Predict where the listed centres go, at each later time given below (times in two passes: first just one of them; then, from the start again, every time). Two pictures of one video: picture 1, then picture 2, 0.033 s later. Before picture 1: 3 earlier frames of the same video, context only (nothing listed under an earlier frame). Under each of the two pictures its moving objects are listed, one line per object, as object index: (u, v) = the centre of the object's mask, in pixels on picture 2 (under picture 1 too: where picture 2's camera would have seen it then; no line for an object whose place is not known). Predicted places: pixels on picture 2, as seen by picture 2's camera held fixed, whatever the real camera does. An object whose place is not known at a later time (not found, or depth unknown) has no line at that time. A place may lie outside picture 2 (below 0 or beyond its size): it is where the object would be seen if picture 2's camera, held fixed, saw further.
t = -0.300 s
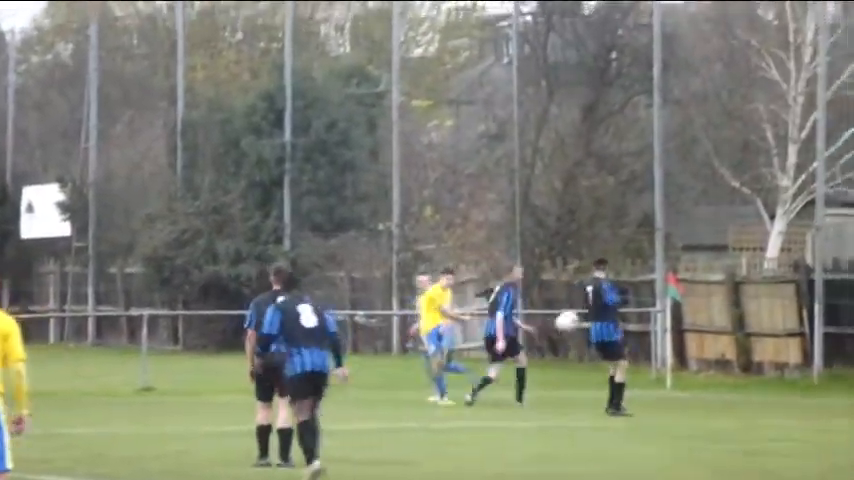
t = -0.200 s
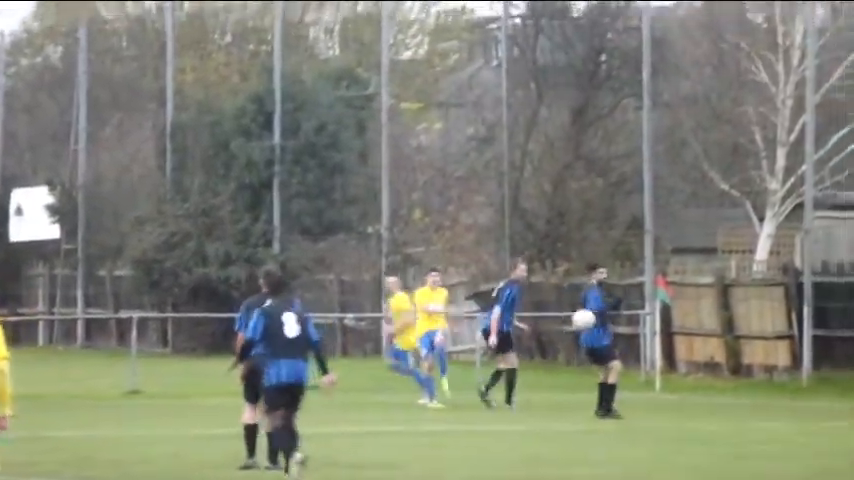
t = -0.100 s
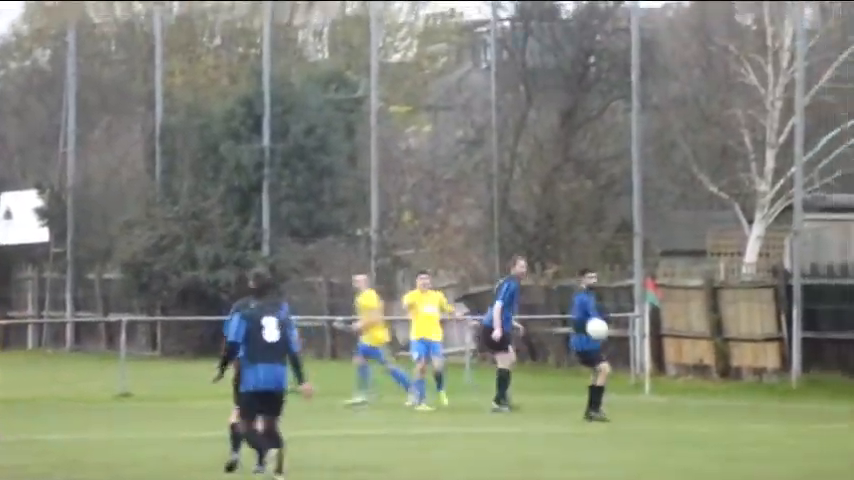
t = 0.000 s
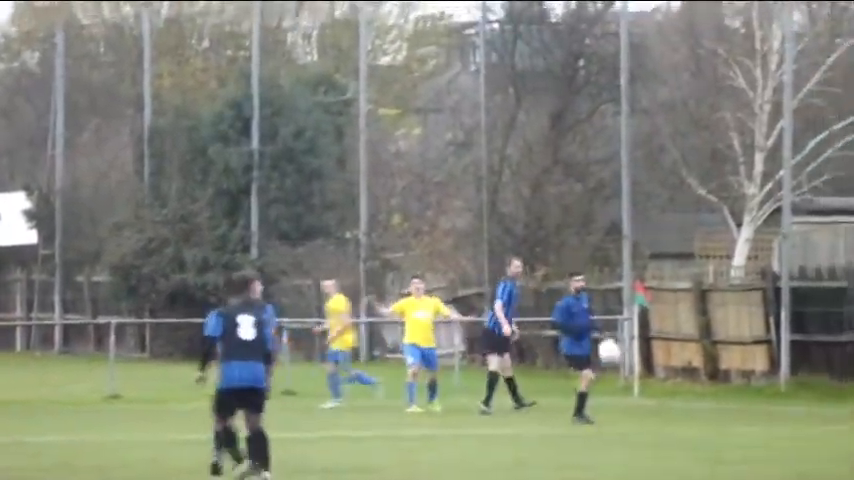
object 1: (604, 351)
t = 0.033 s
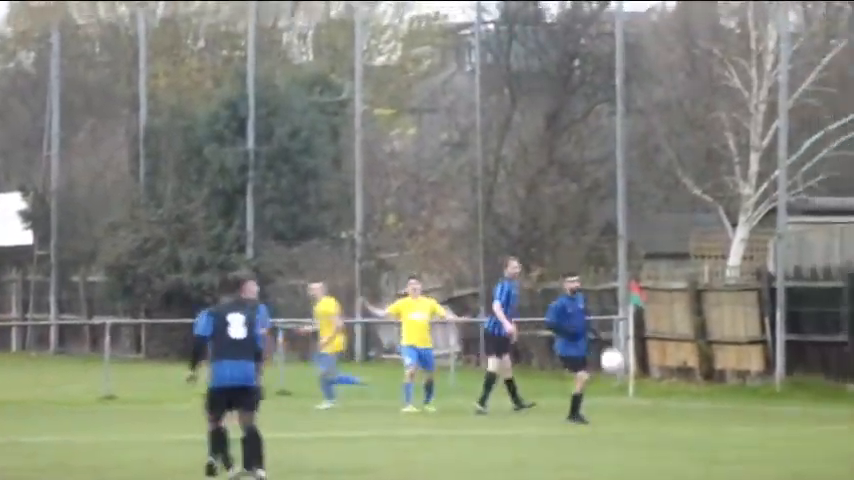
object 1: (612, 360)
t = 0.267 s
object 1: (655, 430)
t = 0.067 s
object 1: (618, 371)
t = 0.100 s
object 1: (625, 384)
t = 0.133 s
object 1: (631, 399)
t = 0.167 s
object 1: (638, 413)
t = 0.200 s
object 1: (644, 430)
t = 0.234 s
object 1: (650, 439)
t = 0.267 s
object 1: (655, 430)
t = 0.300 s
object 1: (659, 418)
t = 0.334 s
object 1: (664, 410)
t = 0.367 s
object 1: (669, 403)
